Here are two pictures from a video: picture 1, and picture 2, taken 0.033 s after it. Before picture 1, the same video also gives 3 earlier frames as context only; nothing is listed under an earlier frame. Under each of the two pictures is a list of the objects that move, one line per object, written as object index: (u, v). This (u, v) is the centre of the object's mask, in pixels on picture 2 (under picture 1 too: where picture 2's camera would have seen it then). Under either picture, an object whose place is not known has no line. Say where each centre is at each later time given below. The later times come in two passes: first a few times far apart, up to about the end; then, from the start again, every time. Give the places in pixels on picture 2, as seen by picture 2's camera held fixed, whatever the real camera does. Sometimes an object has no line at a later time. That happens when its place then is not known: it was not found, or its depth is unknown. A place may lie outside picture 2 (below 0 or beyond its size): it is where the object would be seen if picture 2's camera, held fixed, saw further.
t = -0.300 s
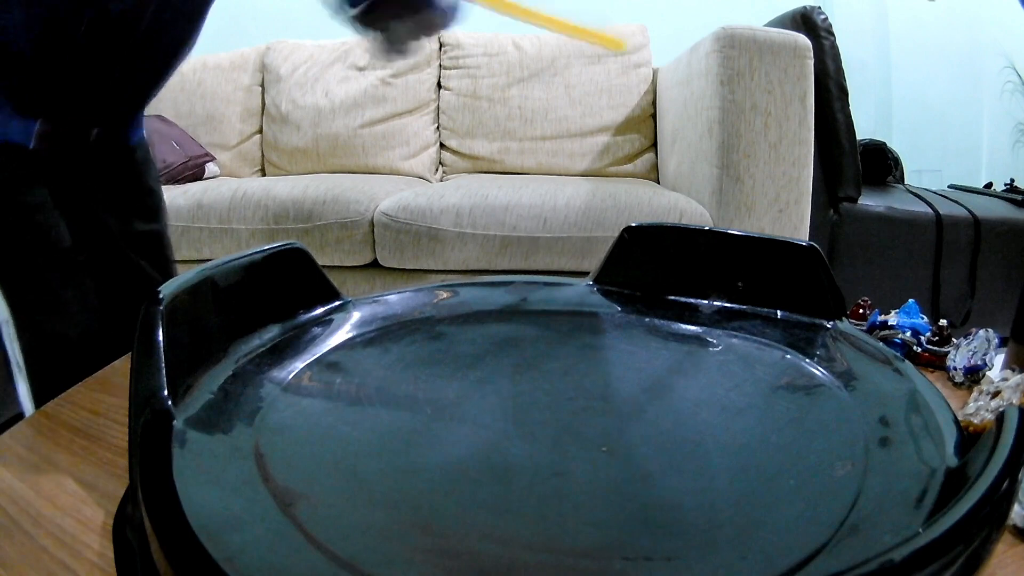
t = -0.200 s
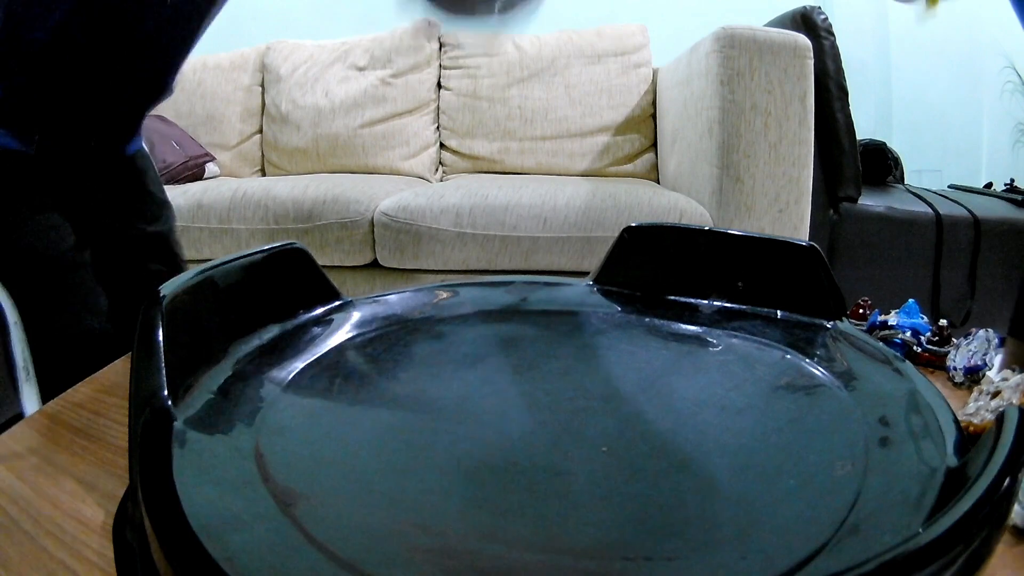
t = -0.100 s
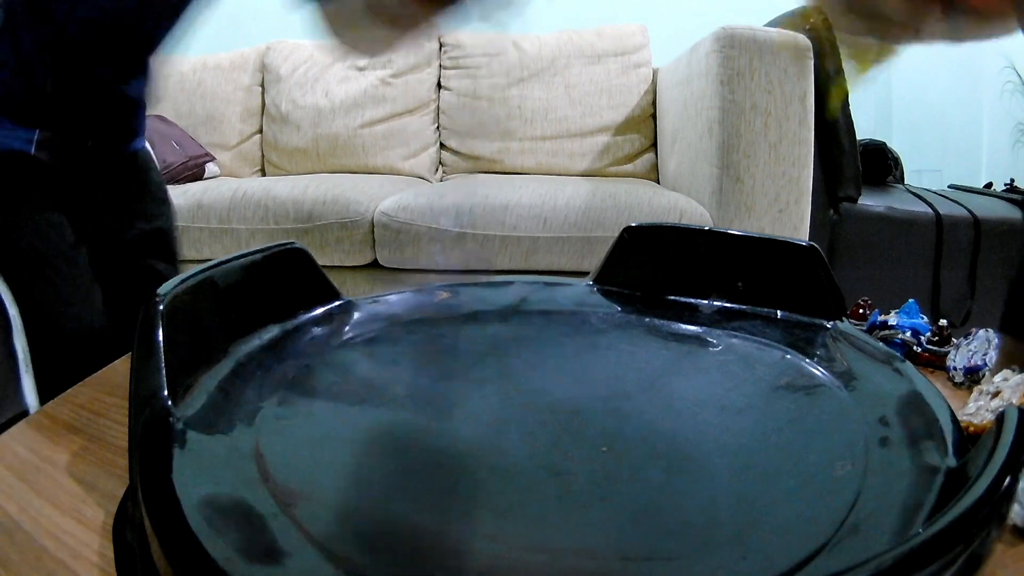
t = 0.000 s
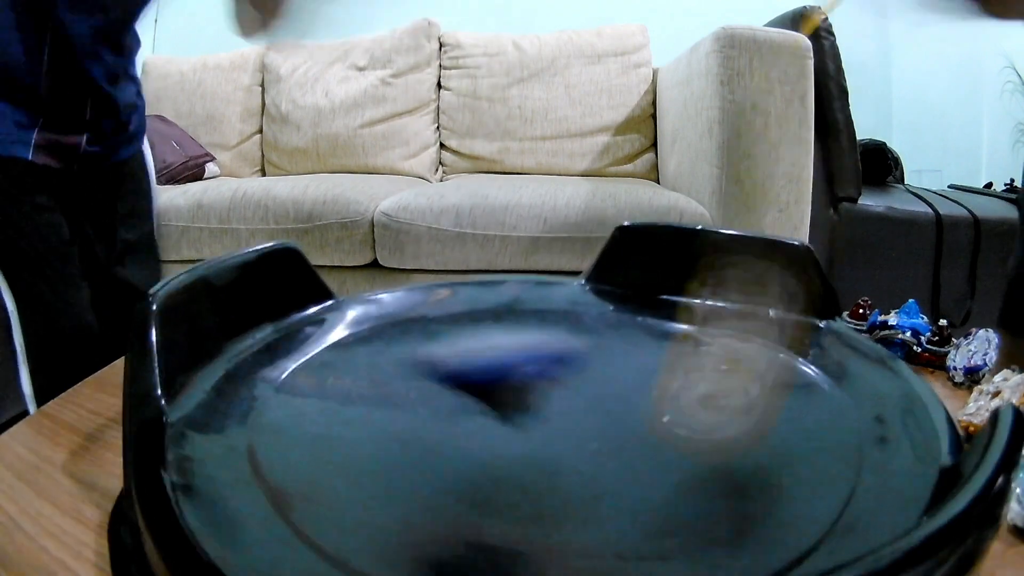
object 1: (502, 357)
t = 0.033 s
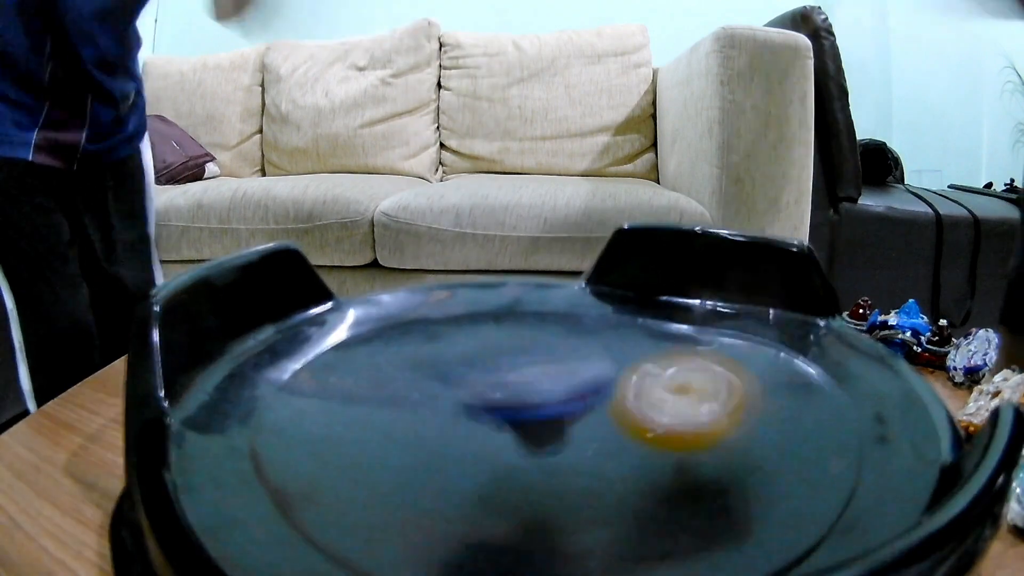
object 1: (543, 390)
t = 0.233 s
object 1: (436, 423)
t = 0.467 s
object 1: (521, 342)
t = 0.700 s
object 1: (683, 292)
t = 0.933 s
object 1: (748, 357)
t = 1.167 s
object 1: (778, 323)
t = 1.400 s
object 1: (689, 376)
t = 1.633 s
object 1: (499, 354)
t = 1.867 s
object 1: (463, 296)
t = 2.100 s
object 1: (513, 302)
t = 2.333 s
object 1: (538, 390)
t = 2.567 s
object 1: (452, 456)
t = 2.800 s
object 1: (348, 440)
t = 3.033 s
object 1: (469, 419)
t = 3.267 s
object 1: (656, 405)
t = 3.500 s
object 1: (757, 396)
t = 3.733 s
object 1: (720, 420)
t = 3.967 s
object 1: (565, 386)
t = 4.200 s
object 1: (516, 330)
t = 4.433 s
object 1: (531, 298)
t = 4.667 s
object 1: (564, 352)
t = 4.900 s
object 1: (528, 427)
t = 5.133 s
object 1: (430, 456)
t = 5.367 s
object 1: (423, 427)
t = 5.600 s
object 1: (581, 411)
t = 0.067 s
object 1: (515, 404)
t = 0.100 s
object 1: (480, 434)
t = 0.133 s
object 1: (463, 434)
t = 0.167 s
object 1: (446, 429)
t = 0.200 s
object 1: (438, 429)
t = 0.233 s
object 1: (436, 423)
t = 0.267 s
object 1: (440, 417)
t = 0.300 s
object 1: (453, 407)
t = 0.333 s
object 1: (469, 396)
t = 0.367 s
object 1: (478, 381)
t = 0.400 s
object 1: (489, 367)
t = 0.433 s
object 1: (503, 354)
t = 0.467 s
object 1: (521, 342)
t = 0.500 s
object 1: (545, 331)
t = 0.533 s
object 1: (567, 321)
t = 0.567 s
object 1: (593, 311)
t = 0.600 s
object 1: (618, 304)
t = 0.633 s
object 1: (642, 299)
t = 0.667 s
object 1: (664, 295)
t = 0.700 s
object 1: (683, 292)
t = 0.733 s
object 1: (701, 292)
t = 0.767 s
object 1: (717, 296)
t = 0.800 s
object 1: (731, 304)
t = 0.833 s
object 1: (742, 314)
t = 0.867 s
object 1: (750, 325)
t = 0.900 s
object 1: (753, 340)
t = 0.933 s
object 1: (748, 357)
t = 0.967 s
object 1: (738, 372)
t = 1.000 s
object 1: (744, 366)
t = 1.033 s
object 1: (768, 346)
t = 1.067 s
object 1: (777, 334)
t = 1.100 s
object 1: (780, 326)
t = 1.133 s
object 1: (780, 323)
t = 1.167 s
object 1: (778, 323)
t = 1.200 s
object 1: (776, 326)
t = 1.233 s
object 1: (773, 331)
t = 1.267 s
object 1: (767, 337)
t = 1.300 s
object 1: (756, 346)
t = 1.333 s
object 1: (736, 358)
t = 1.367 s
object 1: (717, 367)
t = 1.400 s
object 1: (689, 376)
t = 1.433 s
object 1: (659, 382)
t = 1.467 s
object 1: (626, 384)
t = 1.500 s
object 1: (598, 383)
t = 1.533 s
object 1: (568, 378)
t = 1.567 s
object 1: (540, 372)
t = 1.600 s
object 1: (519, 363)
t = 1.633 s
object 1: (499, 354)
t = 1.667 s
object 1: (484, 344)
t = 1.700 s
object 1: (474, 333)
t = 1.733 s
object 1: (465, 324)
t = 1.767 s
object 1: (463, 314)
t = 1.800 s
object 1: (461, 308)
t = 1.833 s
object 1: (461, 302)
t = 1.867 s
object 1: (463, 296)
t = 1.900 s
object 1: (465, 291)
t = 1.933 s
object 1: (469, 288)
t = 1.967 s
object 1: (474, 286)
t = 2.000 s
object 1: (484, 285)
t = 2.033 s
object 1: (497, 289)
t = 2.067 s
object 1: (506, 294)
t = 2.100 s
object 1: (513, 302)
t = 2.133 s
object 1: (522, 311)
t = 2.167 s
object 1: (529, 323)
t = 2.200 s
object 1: (534, 337)
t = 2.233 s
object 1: (539, 351)
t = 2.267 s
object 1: (541, 363)
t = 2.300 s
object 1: (540, 376)
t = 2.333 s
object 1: (538, 390)
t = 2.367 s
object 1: (534, 403)
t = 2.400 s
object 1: (529, 415)
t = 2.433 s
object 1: (518, 426)
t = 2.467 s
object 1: (505, 439)
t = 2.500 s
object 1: (488, 448)
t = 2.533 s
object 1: (471, 454)
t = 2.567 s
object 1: (452, 456)
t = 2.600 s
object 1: (434, 457)
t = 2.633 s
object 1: (416, 457)
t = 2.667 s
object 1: (397, 455)
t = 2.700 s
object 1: (380, 452)
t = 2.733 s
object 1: (365, 449)
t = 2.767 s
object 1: (355, 445)
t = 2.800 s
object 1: (348, 440)
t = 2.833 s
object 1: (345, 434)
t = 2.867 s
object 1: (351, 430)
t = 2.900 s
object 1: (364, 425)
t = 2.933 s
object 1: (386, 424)
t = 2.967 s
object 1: (413, 422)
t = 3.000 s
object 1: (440, 421)
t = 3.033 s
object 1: (469, 419)
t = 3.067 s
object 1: (497, 417)
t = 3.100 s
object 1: (526, 415)
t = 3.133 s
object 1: (554, 414)
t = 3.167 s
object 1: (586, 412)
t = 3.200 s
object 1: (610, 410)
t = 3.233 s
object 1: (635, 407)
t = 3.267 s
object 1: (656, 405)
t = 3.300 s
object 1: (676, 403)
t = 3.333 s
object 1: (694, 400)
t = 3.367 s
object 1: (710, 397)
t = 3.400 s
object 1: (724, 395)
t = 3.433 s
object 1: (737, 394)
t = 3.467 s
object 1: (747, 394)
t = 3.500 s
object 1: (757, 396)
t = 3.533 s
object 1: (764, 396)
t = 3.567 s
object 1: (770, 398)
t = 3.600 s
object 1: (773, 401)
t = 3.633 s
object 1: (771, 405)
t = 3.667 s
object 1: (761, 410)
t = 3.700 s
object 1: (742, 417)
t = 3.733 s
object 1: (720, 420)
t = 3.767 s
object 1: (692, 423)
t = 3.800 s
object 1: (665, 420)
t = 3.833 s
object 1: (641, 416)
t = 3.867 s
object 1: (620, 410)
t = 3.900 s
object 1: (599, 402)
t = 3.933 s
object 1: (583, 394)
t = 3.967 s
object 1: (565, 386)
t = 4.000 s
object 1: (553, 376)
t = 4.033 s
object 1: (543, 368)
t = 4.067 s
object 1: (534, 359)
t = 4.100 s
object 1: (528, 352)
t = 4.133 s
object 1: (523, 344)
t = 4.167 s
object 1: (519, 337)
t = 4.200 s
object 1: (516, 330)
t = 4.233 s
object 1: (514, 324)
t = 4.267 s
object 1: (513, 317)
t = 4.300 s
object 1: (514, 312)
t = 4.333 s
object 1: (517, 307)
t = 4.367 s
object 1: (521, 303)
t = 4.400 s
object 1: (525, 300)
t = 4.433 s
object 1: (531, 298)
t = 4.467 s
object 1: (537, 300)
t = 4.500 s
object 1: (544, 305)
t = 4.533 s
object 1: (552, 311)
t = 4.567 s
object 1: (557, 320)
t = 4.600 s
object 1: (562, 328)
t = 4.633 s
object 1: (563, 340)
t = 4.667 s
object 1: (564, 352)
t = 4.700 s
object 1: (563, 362)
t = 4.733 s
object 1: (561, 373)
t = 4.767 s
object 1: (557, 385)
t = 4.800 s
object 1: (552, 396)
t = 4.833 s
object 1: (544, 408)
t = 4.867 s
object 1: (537, 419)
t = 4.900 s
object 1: (528, 427)
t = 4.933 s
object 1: (516, 437)
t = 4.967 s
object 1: (503, 444)
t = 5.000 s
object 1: (490, 449)
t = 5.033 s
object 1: (476, 453)
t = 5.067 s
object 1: (461, 456)
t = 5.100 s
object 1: (446, 456)
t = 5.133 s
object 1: (430, 456)
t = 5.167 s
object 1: (414, 453)
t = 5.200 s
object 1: (402, 450)
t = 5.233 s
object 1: (393, 445)
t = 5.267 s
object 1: (390, 440)
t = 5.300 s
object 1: (396, 435)
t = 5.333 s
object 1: (407, 430)
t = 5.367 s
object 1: (423, 427)
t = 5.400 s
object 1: (442, 424)
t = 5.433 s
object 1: (463, 422)
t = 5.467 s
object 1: (487, 419)
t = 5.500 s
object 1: (512, 418)
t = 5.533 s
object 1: (532, 416)
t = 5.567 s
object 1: (559, 414)
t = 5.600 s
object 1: (581, 411)
